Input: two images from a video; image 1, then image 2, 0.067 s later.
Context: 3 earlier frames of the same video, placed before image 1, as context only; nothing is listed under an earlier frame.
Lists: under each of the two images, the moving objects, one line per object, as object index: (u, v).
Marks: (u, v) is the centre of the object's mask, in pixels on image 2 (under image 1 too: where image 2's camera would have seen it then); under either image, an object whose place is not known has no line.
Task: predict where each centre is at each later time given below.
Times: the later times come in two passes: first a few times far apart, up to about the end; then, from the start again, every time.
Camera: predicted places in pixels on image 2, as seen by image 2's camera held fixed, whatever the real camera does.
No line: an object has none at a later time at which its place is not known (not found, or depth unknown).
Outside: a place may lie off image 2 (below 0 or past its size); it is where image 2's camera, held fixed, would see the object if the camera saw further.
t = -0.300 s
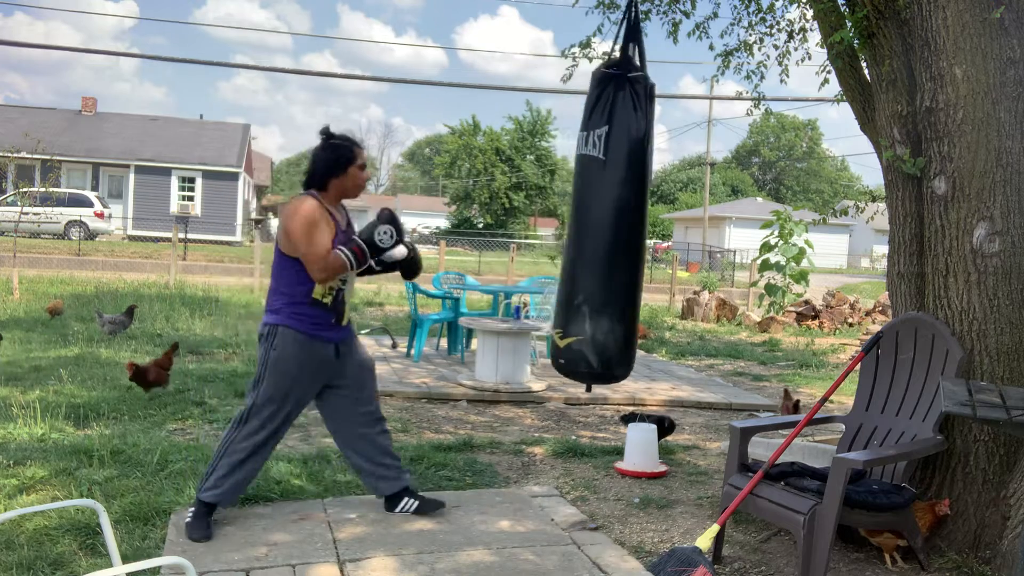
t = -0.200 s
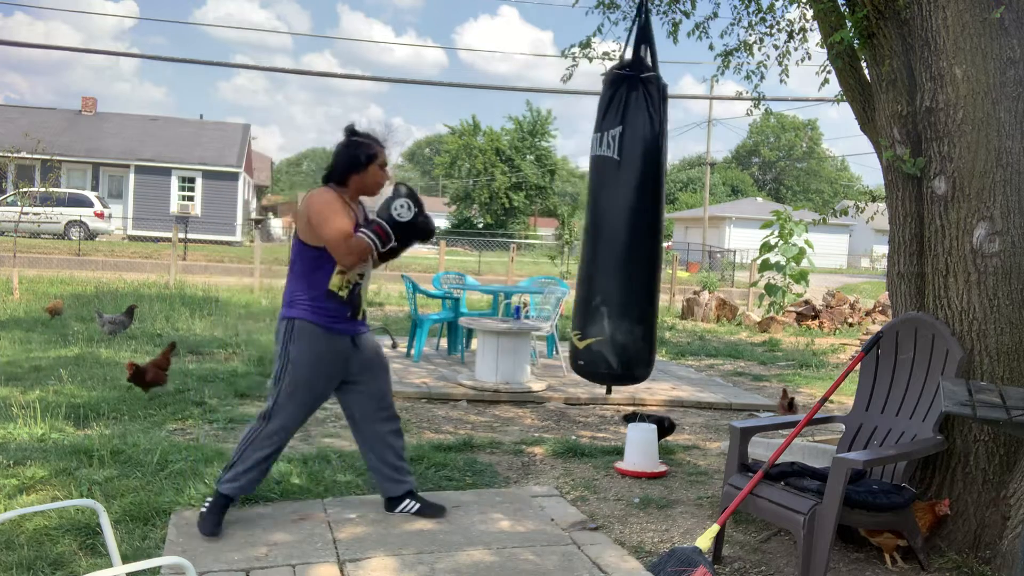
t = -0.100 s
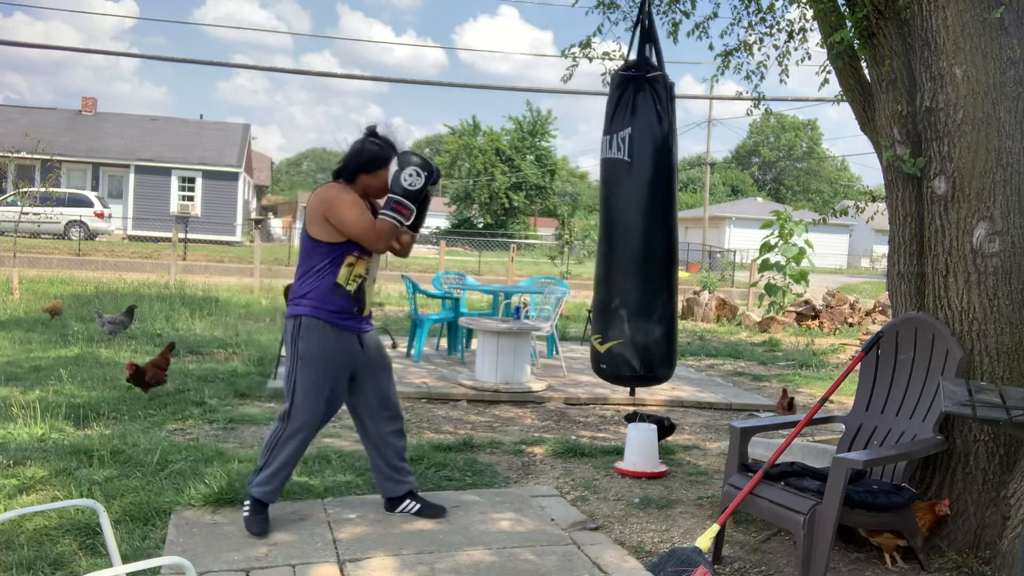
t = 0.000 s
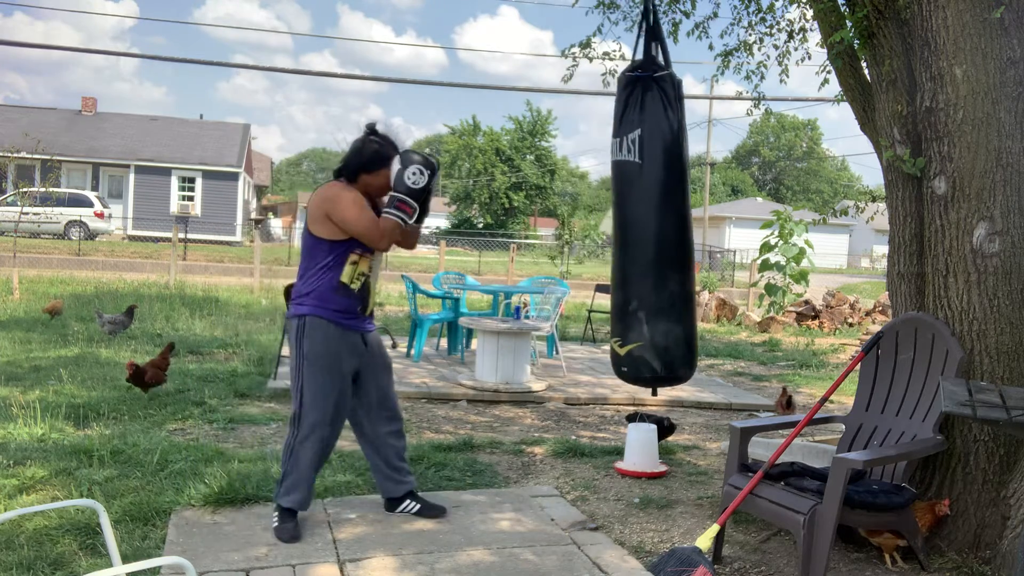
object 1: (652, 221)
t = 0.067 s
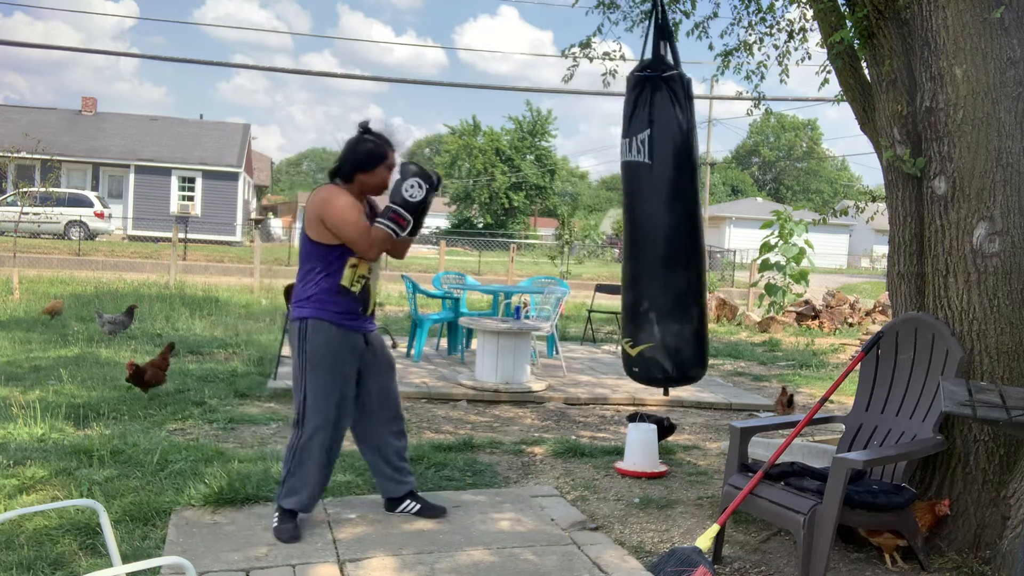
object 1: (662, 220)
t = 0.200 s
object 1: (683, 219)
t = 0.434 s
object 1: (708, 222)
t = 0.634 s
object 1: (718, 219)
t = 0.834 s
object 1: (722, 218)
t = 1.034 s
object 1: (714, 220)
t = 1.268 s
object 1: (692, 218)
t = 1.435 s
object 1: (673, 218)
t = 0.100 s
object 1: (667, 219)
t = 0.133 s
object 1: (672, 220)
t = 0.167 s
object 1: (678, 220)
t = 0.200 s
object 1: (683, 219)
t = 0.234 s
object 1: (688, 219)
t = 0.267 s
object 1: (692, 220)
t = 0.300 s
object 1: (697, 221)
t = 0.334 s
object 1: (700, 221)
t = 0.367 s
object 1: (704, 221)
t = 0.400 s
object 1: (706, 223)
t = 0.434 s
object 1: (708, 222)
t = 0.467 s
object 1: (710, 221)
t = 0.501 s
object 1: (712, 221)
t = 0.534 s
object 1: (714, 221)
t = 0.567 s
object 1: (715, 221)
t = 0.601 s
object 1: (717, 220)
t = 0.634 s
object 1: (718, 219)
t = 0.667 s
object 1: (719, 219)
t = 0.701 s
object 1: (720, 218)
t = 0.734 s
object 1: (720, 218)
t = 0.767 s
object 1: (721, 219)
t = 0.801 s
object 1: (721, 219)
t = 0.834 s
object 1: (722, 218)
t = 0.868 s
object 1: (722, 219)
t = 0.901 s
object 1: (722, 219)
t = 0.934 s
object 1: (721, 219)
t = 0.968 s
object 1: (719, 220)
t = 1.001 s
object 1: (717, 220)
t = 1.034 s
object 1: (714, 220)
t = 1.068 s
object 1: (712, 220)
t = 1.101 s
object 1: (709, 220)
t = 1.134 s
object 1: (706, 220)
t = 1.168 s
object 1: (703, 220)
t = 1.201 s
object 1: (699, 219)
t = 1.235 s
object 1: (696, 219)
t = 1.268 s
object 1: (692, 218)
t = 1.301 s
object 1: (688, 217)
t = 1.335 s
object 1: (685, 218)
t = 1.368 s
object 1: (681, 218)
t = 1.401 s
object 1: (677, 218)
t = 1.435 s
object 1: (673, 218)
